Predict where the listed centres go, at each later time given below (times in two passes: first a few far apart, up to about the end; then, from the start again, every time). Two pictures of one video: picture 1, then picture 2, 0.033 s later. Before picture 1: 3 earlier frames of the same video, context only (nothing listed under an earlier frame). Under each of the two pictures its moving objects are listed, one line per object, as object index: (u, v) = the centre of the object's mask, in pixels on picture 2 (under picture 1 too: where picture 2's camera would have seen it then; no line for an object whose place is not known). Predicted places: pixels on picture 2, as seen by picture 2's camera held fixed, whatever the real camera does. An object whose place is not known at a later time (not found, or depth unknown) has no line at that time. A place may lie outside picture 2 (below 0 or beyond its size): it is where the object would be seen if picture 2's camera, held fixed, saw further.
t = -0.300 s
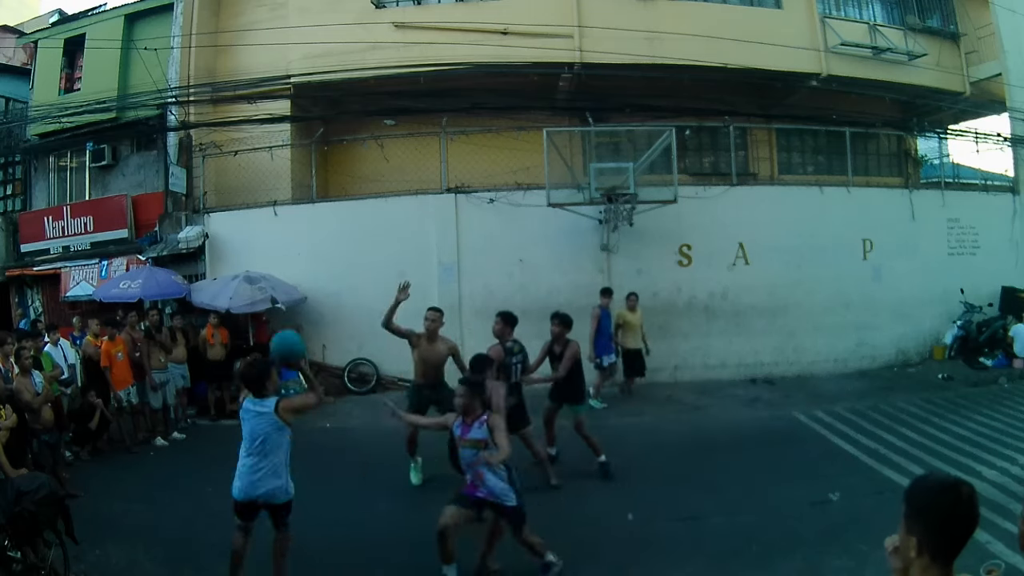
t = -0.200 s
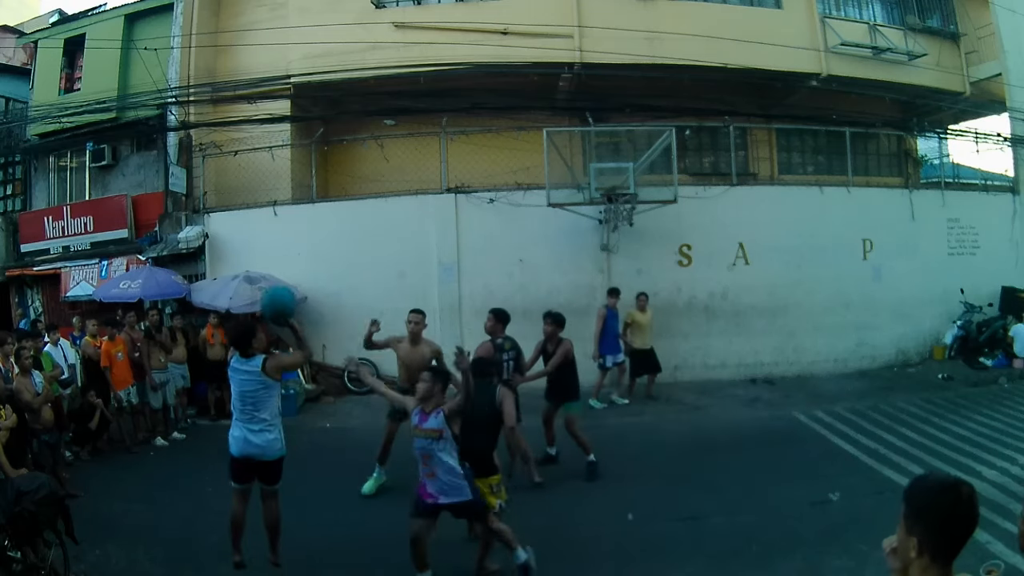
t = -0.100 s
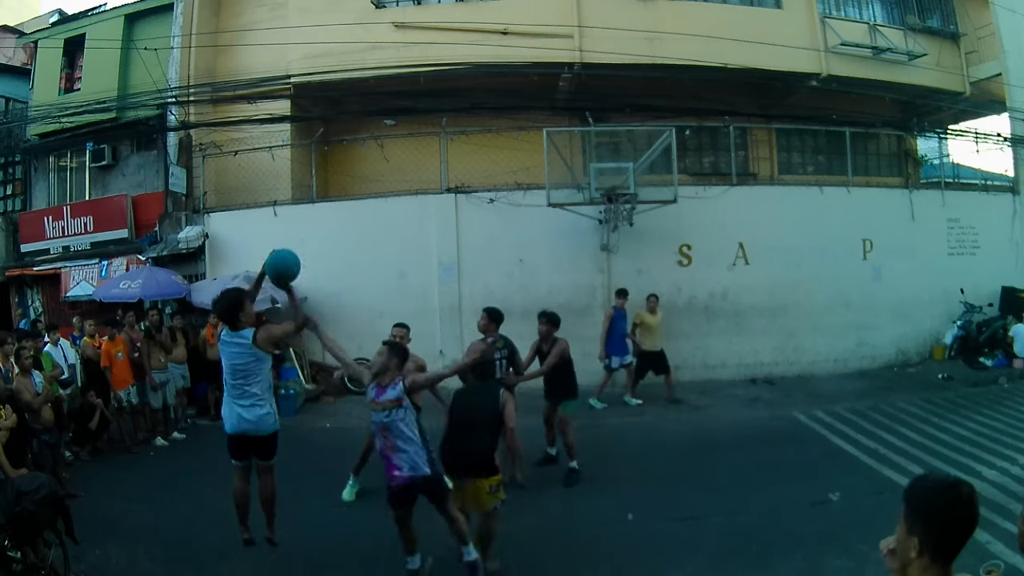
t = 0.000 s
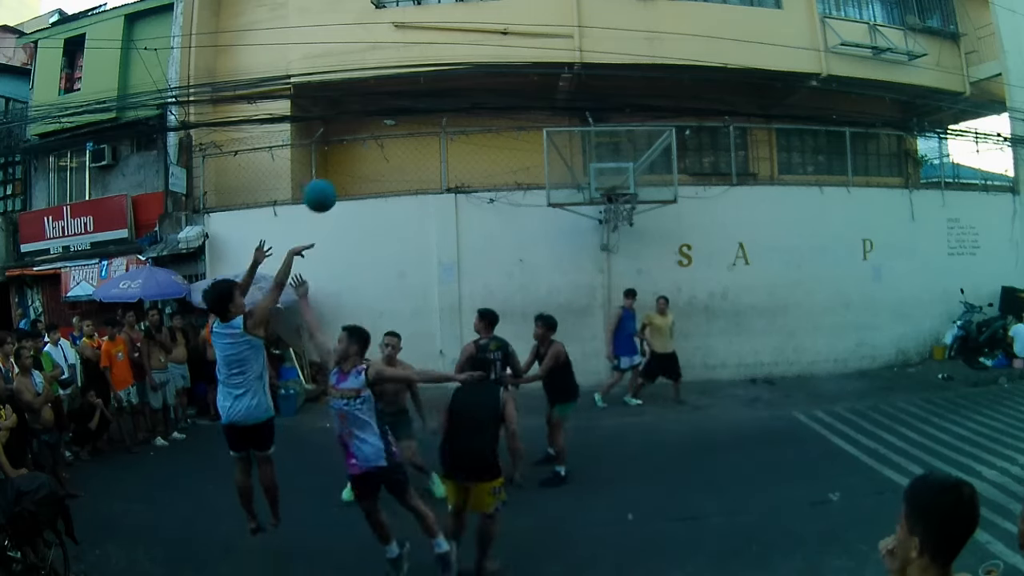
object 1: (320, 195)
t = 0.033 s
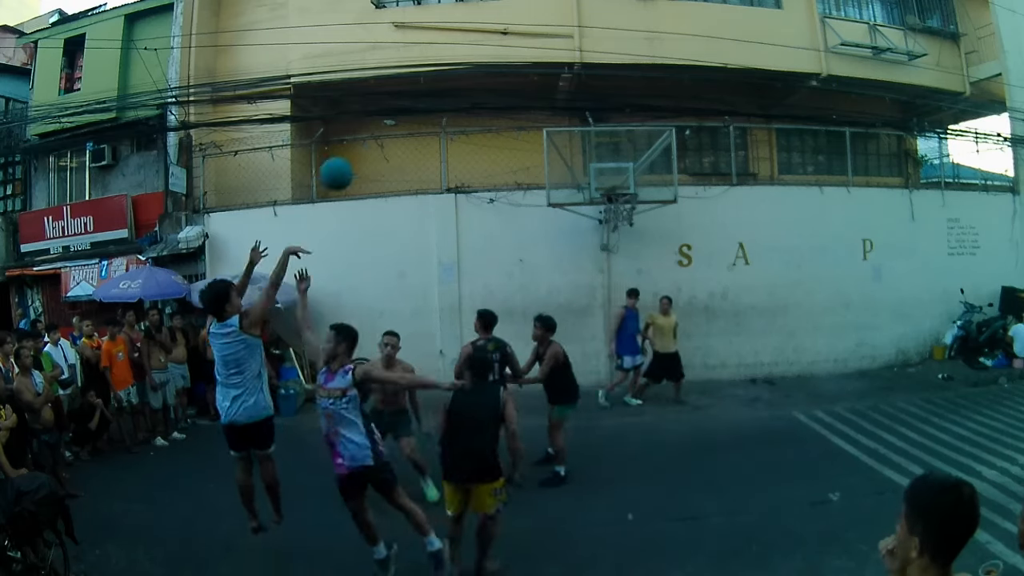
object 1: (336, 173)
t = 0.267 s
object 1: (433, 85)
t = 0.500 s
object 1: (504, 79)
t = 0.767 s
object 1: (566, 129)
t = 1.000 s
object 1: (596, 174)
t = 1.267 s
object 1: (571, 131)
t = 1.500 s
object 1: (552, 137)
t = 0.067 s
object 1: (351, 155)
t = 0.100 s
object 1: (366, 138)
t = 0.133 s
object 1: (381, 123)
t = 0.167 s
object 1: (395, 112)
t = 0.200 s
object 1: (408, 101)
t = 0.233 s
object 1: (421, 92)
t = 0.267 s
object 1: (433, 85)
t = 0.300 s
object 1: (445, 81)
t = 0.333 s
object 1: (455, 78)
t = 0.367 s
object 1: (466, 75)
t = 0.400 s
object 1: (476, 75)
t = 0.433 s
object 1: (486, 75)
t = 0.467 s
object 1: (495, 76)
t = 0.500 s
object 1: (504, 79)
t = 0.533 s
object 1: (513, 82)
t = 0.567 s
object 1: (521, 87)
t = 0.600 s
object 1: (529, 92)
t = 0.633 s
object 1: (537, 97)
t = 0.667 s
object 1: (545, 104)
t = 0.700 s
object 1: (552, 112)
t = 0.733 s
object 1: (560, 120)
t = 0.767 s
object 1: (566, 129)
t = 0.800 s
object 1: (573, 138)
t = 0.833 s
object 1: (580, 148)
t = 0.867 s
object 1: (586, 159)
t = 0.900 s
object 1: (593, 171)
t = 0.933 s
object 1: (599, 182)
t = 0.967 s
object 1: (599, 183)
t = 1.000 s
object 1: (596, 174)
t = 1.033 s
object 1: (593, 166)
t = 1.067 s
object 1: (590, 157)
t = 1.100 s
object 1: (586, 151)
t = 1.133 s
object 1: (583, 146)
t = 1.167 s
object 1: (579, 140)
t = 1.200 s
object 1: (577, 137)
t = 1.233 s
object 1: (574, 133)
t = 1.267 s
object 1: (571, 131)
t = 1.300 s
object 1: (568, 129)
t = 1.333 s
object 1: (566, 129)
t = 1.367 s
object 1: (563, 129)
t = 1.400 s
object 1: (560, 129)
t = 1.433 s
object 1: (557, 131)
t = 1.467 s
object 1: (555, 134)
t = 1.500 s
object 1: (552, 137)
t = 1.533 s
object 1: (550, 141)
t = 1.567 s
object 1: (548, 146)
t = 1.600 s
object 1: (545, 152)
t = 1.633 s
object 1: (543, 159)
